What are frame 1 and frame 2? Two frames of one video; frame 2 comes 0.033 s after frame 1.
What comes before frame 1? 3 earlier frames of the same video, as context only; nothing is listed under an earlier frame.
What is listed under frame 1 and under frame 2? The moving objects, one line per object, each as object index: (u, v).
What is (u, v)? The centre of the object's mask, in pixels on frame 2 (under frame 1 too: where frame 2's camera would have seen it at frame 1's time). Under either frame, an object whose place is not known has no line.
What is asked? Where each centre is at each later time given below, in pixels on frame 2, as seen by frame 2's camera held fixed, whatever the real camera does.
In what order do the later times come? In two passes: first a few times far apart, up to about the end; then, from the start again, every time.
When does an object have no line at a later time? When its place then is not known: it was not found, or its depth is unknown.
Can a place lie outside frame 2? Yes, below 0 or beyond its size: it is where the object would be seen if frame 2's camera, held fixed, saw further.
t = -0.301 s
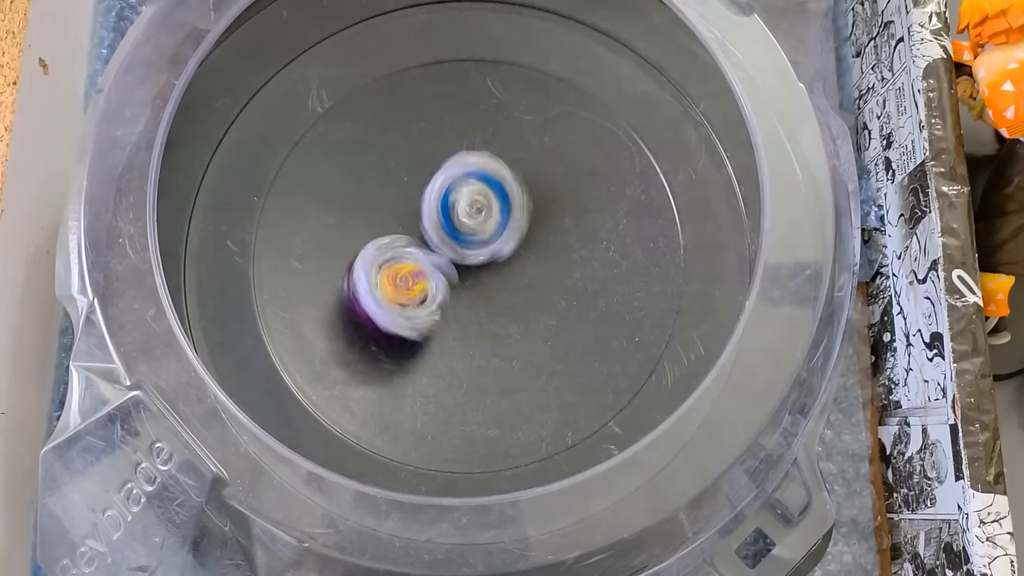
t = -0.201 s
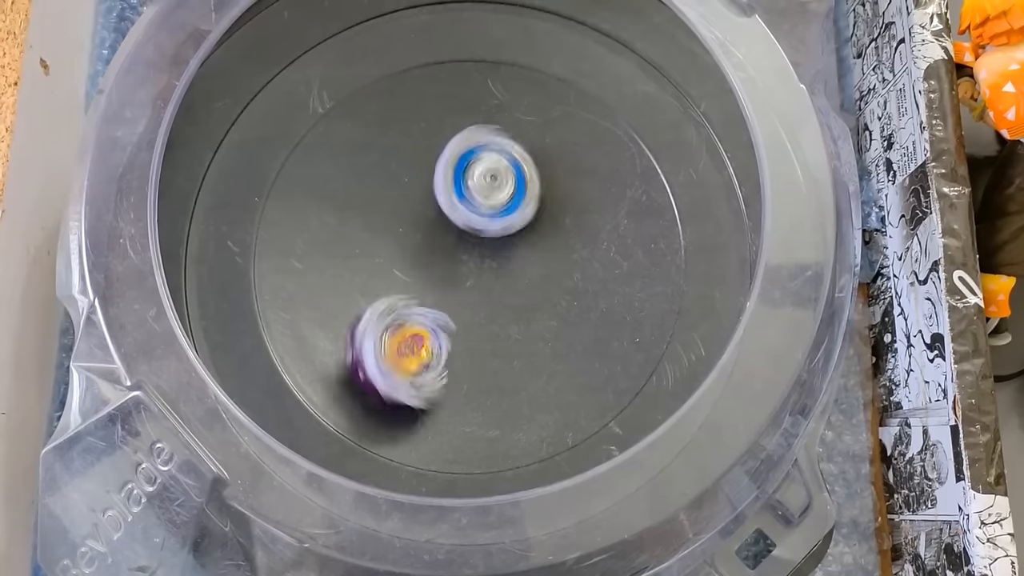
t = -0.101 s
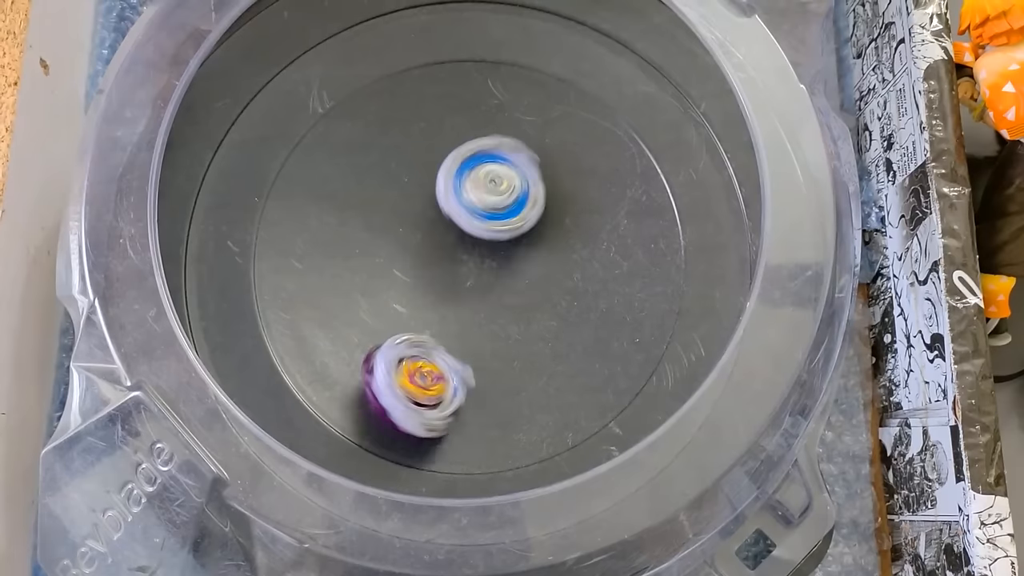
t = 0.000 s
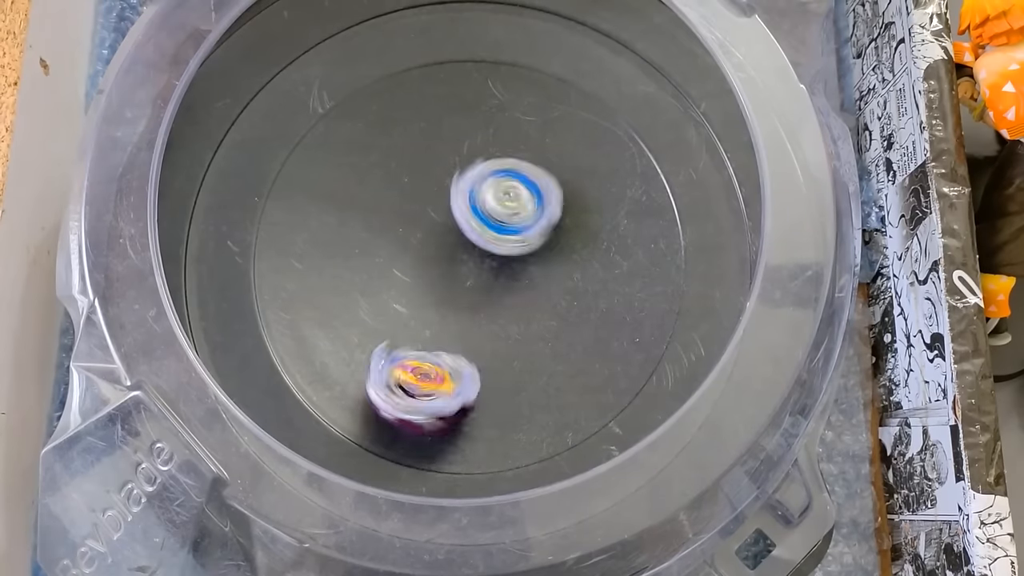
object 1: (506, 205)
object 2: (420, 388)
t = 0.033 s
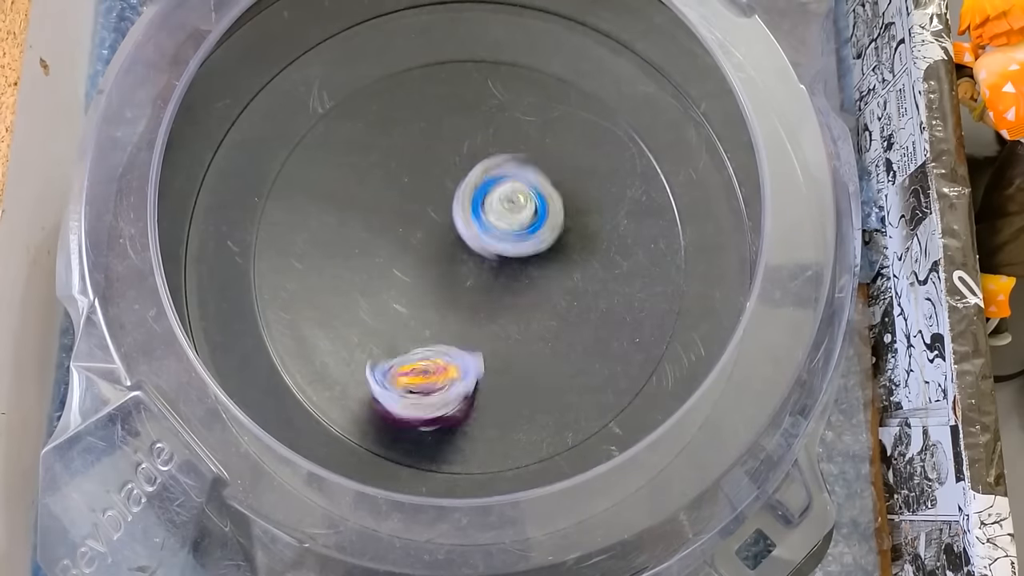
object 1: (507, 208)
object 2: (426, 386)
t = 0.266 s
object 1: (531, 229)
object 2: (495, 325)
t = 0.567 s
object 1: (484, 227)
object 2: (514, 319)
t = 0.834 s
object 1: (397, 251)
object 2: (489, 306)
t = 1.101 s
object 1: (402, 253)
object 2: (489, 302)
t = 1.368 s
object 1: (404, 255)
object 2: (487, 301)
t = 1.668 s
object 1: (404, 255)
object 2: (488, 301)
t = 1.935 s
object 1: (404, 255)
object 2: (488, 301)
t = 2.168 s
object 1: (404, 255)
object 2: (487, 301)
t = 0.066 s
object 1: (515, 215)
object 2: (431, 379)
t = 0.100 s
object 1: (515, 216)
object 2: (436, 371)
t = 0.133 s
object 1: (523, 220)
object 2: (445, 363)
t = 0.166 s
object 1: (521, 225)
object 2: (457, 354)
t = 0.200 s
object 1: (528, 226)
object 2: (470, 344)
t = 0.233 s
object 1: (527, 229)
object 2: (483, 334)
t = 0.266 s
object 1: (531, 229)
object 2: (495, 325)
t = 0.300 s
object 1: (530, 235)
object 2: (505, 319)
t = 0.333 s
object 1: (535, 233)
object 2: (511, 317)
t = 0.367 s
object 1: (532, 229)
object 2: (514, 321)
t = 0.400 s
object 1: (529, 225)
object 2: (514, 325)
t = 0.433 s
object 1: (517, 226)
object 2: (514, 324)
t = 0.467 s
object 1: (510, 231)
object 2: (514, 320)
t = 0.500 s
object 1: (505, 227)
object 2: (514, 319)
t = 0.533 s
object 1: (495, 226)
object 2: (515, 320)
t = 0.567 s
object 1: (484, 227)
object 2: (514, 319)
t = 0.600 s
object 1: (474, 229)
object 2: (511, 316)
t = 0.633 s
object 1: (463, 231)
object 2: (506, 315)
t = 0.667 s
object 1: (450, 235)
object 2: (501, 314)
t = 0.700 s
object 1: (438, 241)
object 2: (500, 315)
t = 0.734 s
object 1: (426, 245)
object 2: (499, 312)
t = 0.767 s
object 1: (414, 246)
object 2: (498, 311)
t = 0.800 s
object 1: (404, 247)
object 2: (494, 309)
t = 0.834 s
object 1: (397, 251)
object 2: (489, 306)
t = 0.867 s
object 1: (393, 254)
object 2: (483, 304)
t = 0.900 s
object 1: (392, 256)
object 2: (479, 305)
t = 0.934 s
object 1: (392, 257)
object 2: (479, 305)
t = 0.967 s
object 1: (393, 256)
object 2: (480, 304)
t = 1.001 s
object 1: (396, 254)
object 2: (481, 303)
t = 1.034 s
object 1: (399, 252)
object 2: (483, 303)
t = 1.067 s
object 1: (401, 252)
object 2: (487, 302)
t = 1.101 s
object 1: (402, 253)
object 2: (489, 302)
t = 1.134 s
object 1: (403, 254)
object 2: (489, 302)
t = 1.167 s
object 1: (404, 255)
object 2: (487, 302)
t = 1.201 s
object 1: (404, 255)
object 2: (487, 301)
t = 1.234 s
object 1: (404, 254)
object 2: (488, 301)
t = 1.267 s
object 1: (404, 254)
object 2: (487, 301)
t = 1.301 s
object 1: (404, 254)
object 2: (488, 301)
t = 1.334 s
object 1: (404, 254)
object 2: (487, 301)
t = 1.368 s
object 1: (404, 255)
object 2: (487, 301)
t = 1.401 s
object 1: (404, 255)
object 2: (487, 301)
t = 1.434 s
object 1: (404, 255)
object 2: (487, 301)
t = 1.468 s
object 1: (404, 255)
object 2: (487, 301)
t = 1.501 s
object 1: (404, 255)
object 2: (487, 301)
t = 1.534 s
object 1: (404, 255)
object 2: (487, 301)
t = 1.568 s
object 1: (404, 255)
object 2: (487, 301)
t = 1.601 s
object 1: (404, 255)
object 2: (487, 301)
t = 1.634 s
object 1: (404, 255)
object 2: (487, 301)
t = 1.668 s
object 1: (404, 255)
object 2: (488, 301)
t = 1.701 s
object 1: (404, 255)
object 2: (488, 301)
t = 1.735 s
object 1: (404, 255)
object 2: (488, 301)
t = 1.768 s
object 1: (404, 255)
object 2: (488, 301)
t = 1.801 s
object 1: (404, 255)
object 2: (488, 301)
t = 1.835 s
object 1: (404, 255)
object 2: (488, 301)
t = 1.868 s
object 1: (404, 255)
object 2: (488, 301)
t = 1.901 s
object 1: (404, 255)
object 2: (488, 301)
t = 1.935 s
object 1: (404, 255)
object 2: (488, 301)
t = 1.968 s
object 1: (404, 255)
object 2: (488, 301)
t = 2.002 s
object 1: (404, 255)
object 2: (488, 301)
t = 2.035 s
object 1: (404, 255)
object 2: (487, 301)
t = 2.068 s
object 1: (404, 255)
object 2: (488, 301)
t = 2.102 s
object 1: (404, 255)
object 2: (487, 301)
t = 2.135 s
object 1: (404, 255)
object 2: (488, 301)
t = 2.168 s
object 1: (404, 255)
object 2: (487, 301)
